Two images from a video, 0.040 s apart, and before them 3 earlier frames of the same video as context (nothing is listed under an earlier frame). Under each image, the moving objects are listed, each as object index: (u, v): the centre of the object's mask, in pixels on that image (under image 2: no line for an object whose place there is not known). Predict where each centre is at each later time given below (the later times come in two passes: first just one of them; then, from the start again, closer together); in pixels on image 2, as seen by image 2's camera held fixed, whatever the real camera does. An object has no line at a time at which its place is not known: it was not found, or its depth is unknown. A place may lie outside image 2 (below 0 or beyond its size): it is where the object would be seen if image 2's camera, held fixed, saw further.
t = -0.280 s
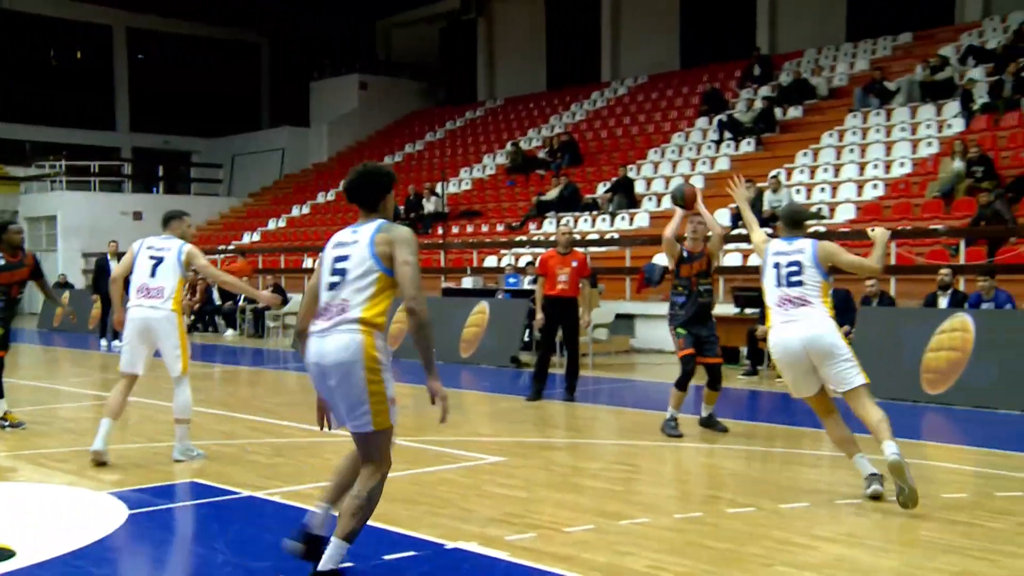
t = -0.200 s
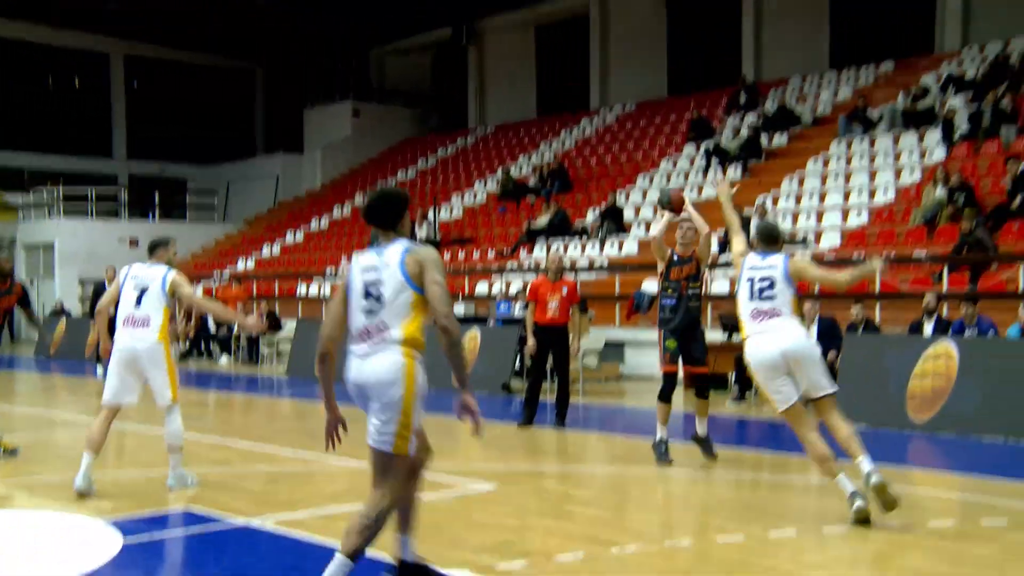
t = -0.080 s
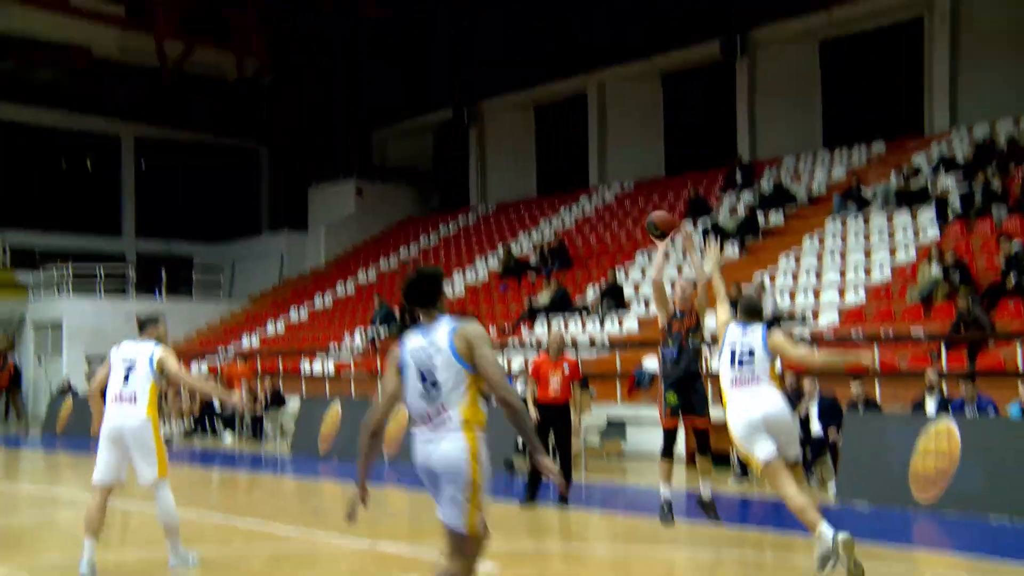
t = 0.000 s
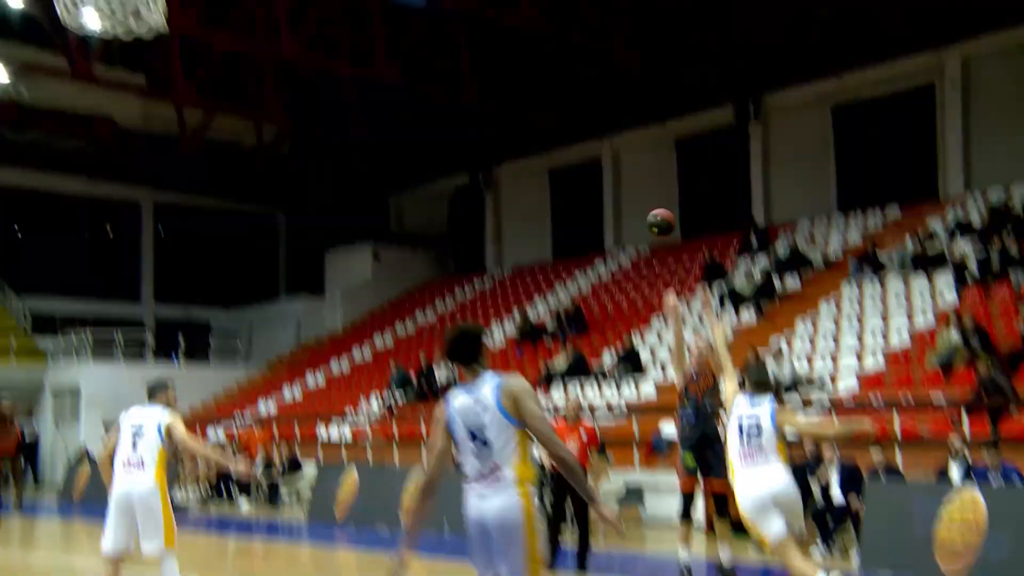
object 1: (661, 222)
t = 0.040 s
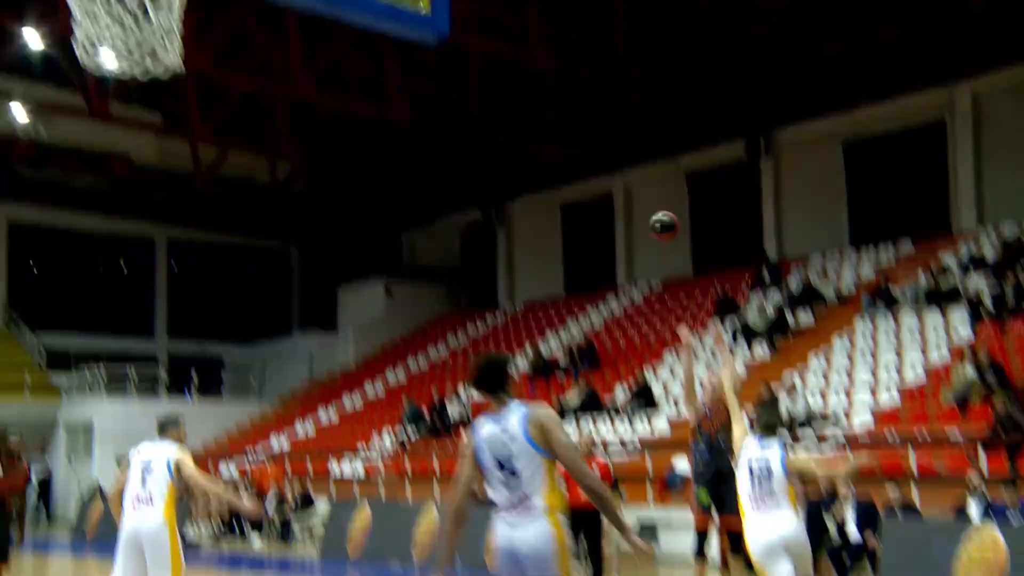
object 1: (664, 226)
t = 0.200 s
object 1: (619, 103)
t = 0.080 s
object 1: (655, 194)
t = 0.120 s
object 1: (644, 162)
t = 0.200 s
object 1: (619, 103)
